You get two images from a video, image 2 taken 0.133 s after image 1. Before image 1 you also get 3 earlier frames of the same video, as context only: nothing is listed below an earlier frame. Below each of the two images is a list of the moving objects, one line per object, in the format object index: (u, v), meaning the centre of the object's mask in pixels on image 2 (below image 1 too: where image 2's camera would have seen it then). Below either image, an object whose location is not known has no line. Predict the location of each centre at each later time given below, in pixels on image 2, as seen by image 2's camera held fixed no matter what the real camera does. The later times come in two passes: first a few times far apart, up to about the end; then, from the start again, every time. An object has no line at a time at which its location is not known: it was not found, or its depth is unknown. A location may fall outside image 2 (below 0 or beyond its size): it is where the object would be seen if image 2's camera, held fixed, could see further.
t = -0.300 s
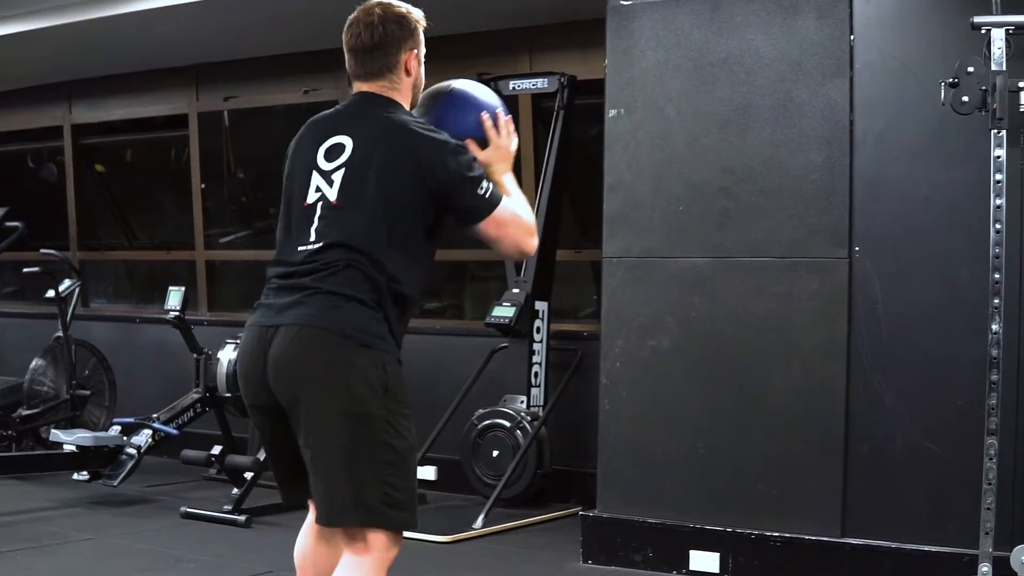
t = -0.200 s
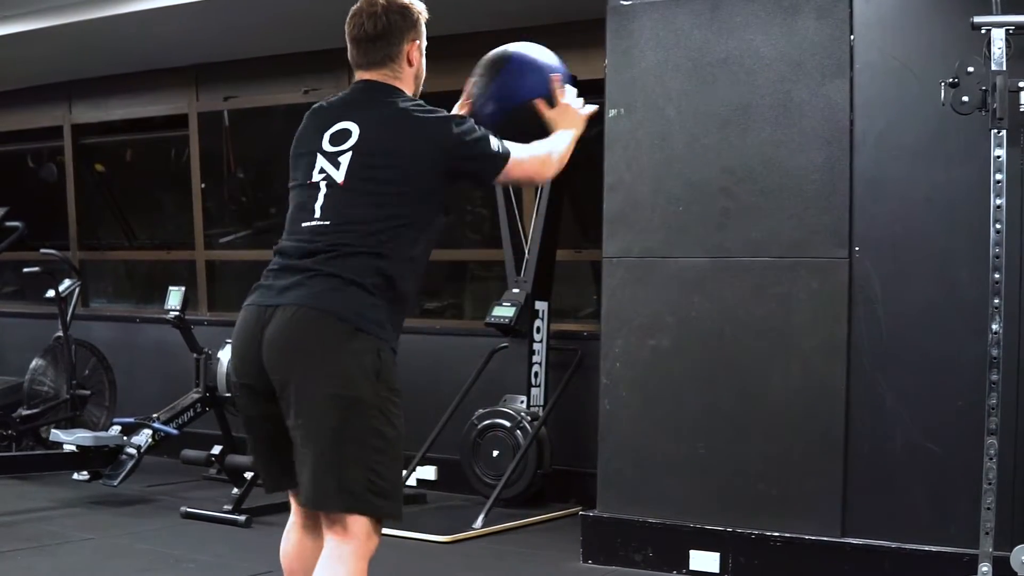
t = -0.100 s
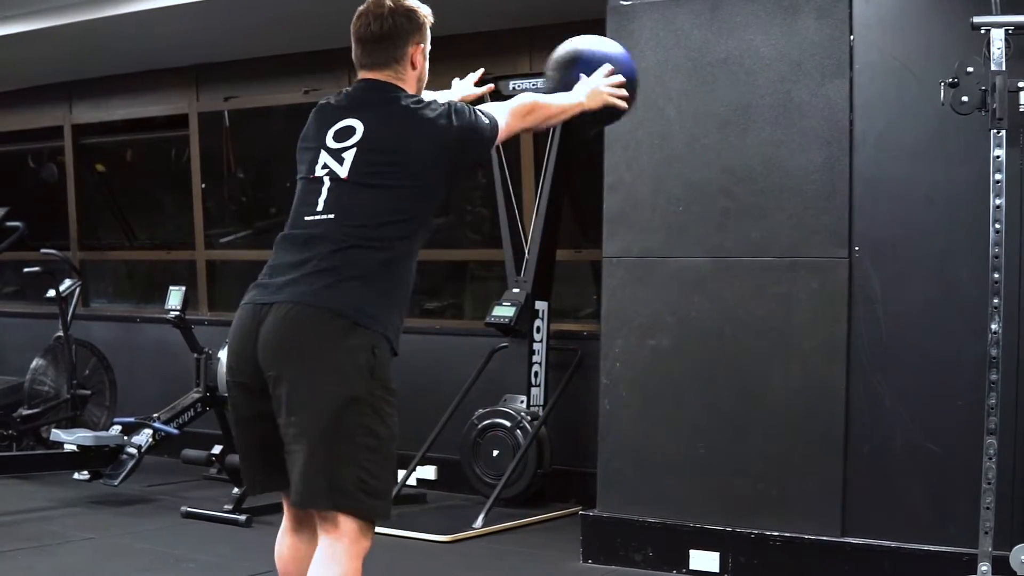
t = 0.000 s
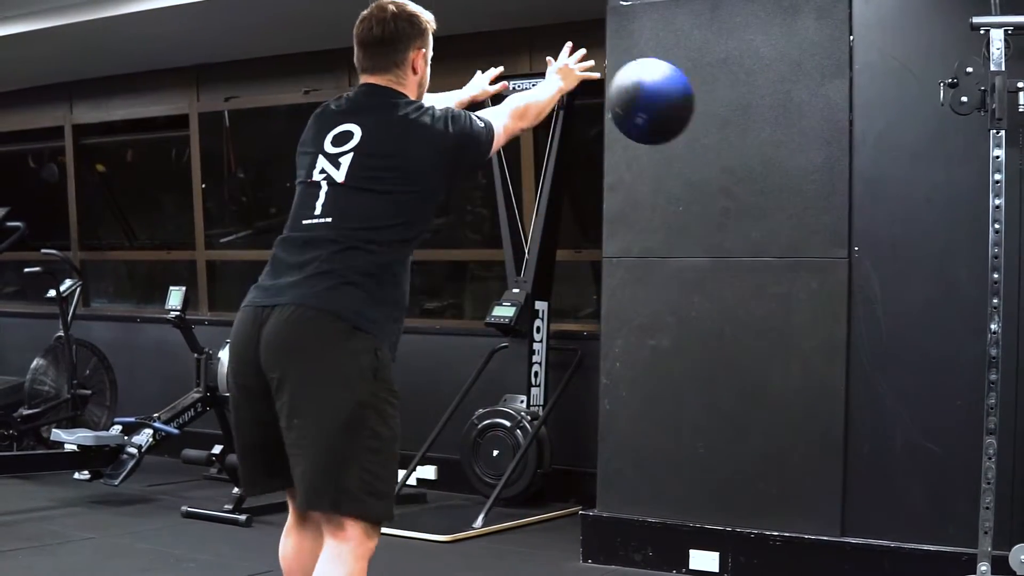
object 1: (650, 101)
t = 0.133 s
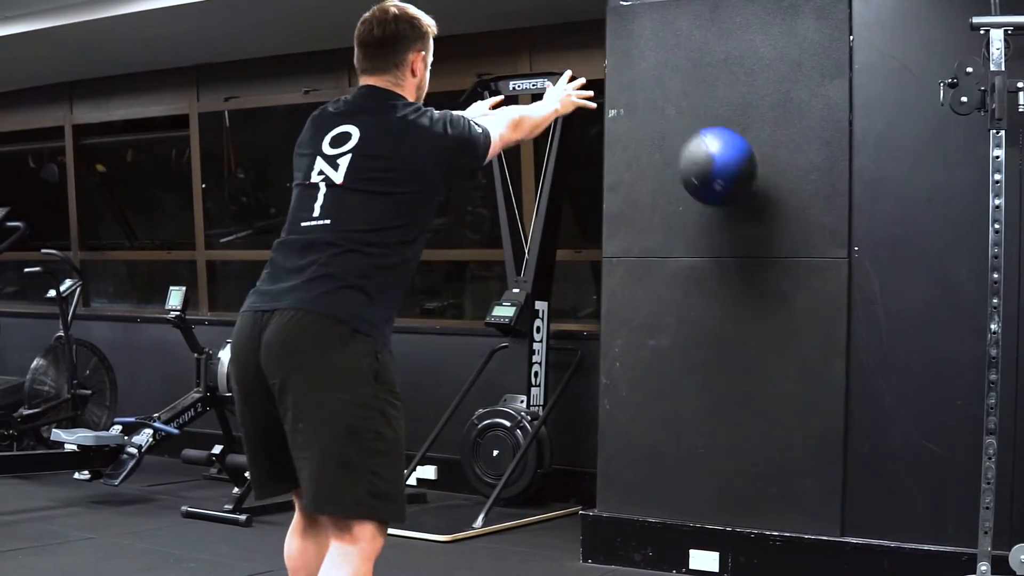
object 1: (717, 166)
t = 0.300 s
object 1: (682, 250)
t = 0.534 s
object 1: (581, 536)
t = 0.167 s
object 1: (729, 186)
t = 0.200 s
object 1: (716, 195)
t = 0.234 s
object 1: (705, 209)
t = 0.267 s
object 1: (694, 227)
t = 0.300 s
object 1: (682, 250)
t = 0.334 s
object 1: (670, 276)
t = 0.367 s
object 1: (657, 306)
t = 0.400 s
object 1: (644, 341)
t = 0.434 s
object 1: (629, 384)
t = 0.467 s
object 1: (613, 430)
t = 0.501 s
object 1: (598, 480)
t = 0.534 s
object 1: (581, 536)
